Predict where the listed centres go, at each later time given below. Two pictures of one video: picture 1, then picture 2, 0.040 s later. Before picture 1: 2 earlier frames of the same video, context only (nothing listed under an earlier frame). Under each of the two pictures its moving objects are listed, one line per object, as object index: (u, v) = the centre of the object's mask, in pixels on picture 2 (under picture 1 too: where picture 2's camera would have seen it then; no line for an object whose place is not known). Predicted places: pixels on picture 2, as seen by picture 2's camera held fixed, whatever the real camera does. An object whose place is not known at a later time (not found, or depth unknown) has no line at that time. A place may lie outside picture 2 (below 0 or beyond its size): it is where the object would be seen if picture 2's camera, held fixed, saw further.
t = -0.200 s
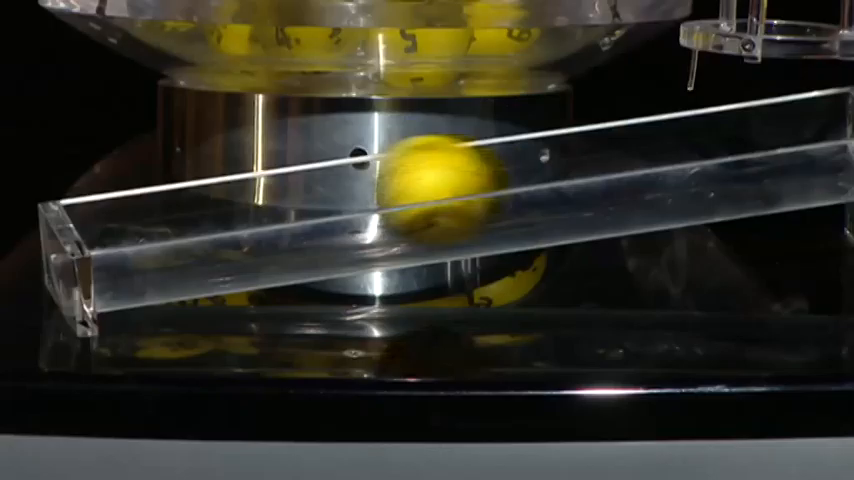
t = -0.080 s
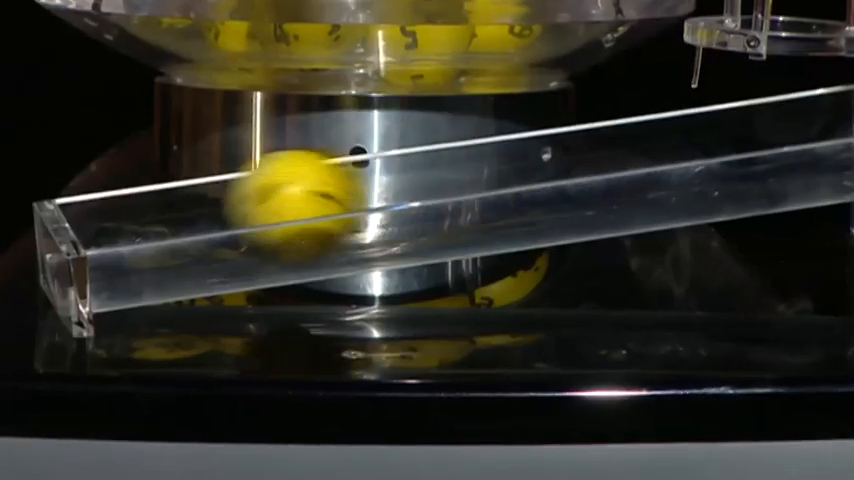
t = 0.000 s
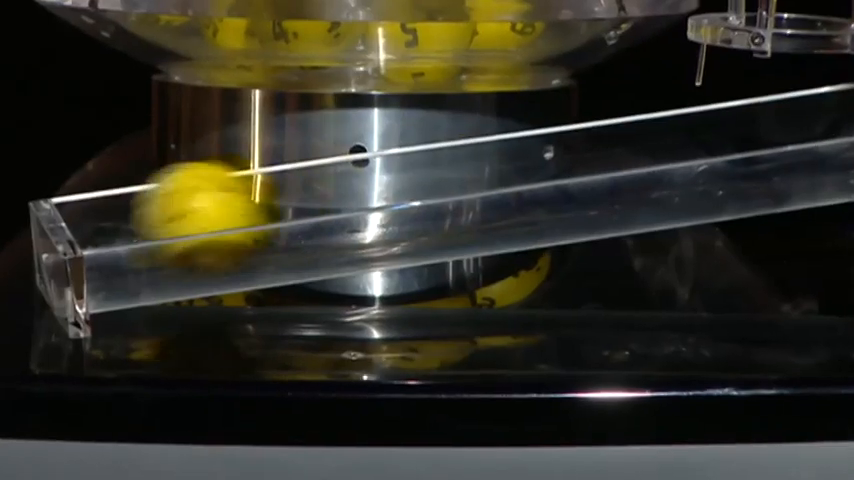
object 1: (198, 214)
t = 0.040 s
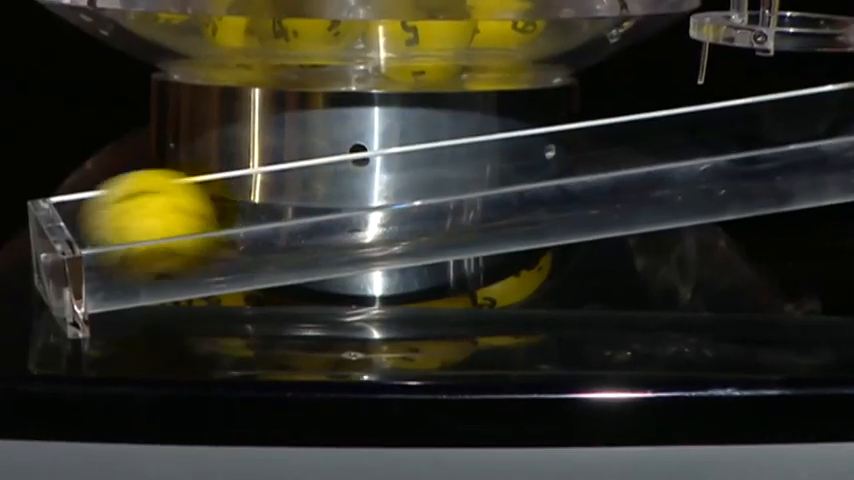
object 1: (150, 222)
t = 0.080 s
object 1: (152, 223)
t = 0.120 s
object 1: (183, 221)
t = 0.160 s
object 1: (198, 220)
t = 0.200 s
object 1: (209, 219)
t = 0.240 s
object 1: (216, 218)
